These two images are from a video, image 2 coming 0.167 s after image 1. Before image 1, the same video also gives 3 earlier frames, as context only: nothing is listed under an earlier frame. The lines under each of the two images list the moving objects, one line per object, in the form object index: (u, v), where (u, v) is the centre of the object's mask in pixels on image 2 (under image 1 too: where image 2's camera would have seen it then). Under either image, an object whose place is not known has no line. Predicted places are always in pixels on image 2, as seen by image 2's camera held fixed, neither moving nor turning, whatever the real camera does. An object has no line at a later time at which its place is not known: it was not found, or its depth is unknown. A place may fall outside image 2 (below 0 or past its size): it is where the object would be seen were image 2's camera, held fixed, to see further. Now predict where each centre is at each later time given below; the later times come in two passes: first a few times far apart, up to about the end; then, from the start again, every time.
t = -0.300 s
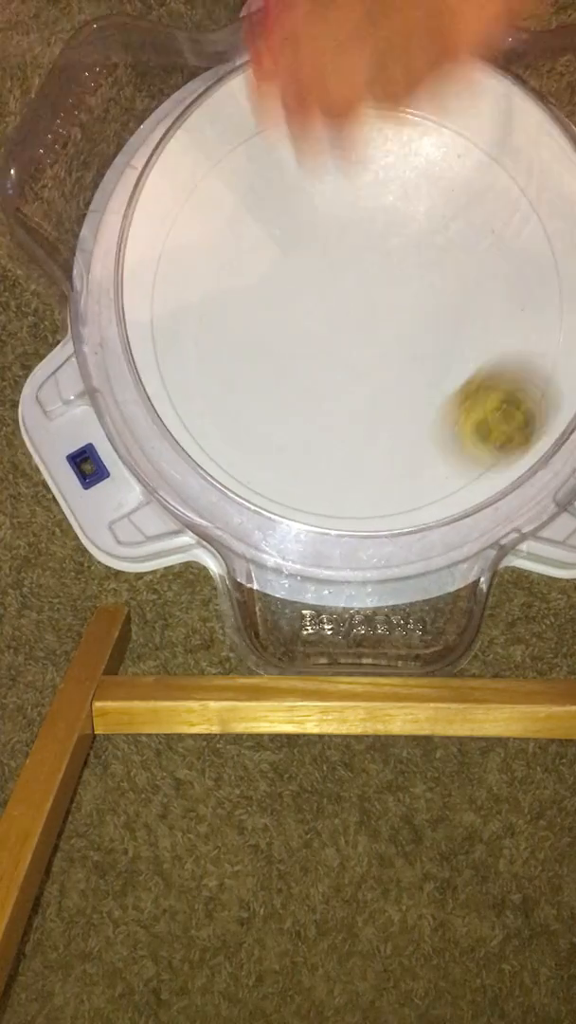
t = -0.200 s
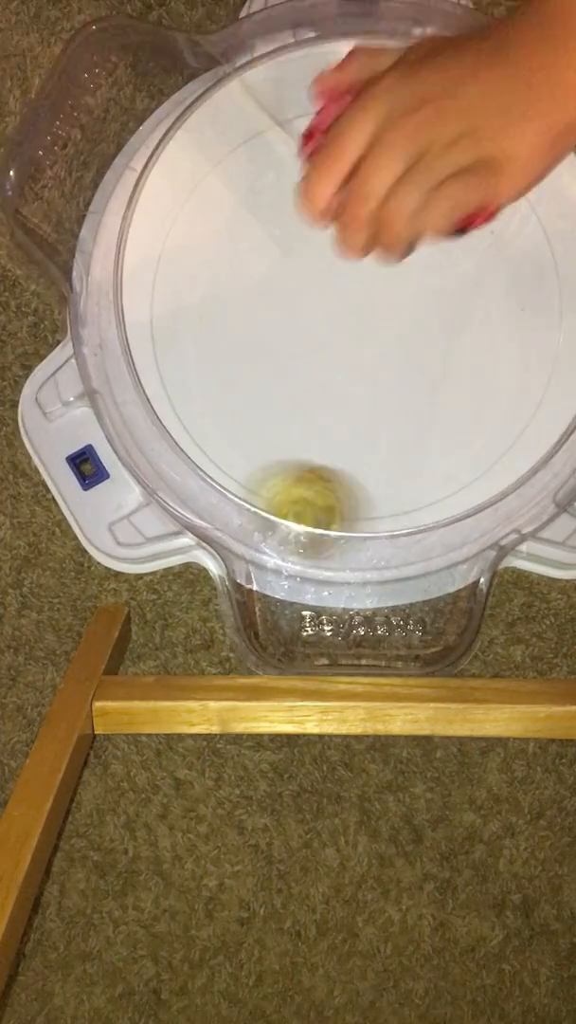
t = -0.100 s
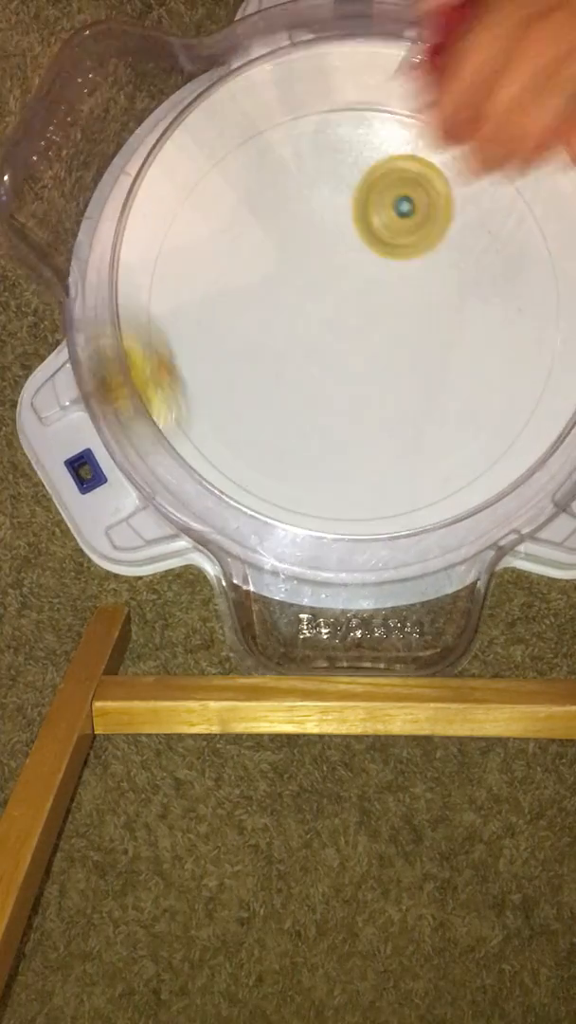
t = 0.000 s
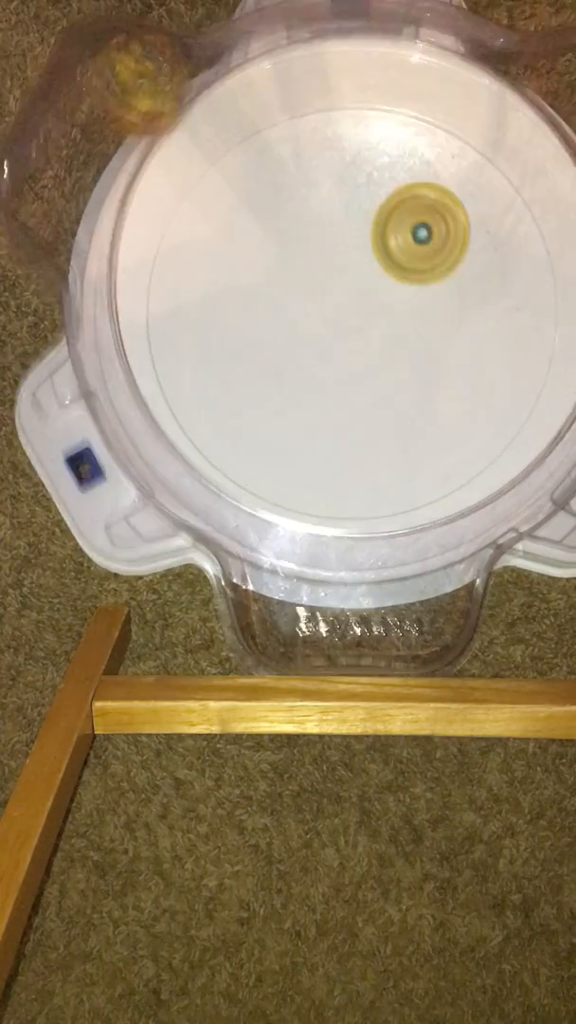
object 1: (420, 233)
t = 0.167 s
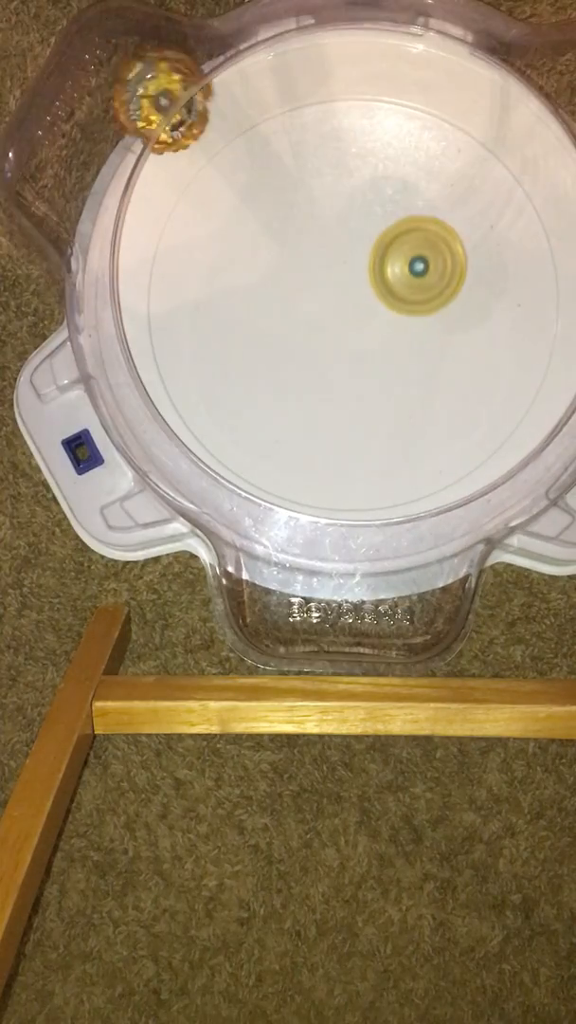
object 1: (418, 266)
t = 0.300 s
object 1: (418, 260)
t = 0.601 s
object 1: (393, 112)
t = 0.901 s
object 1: (280, 378)
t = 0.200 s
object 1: (416, 267)
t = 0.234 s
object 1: (416, 267)
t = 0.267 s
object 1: (416, 264)
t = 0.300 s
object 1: (418, 260)
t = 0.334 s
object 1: (421, 252)
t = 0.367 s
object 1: (425, 242)
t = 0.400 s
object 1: (430, 230)
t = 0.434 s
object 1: (435, 213)
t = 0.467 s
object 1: (439, 193)
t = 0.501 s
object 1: (438, 171)
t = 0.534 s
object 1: (432, 147)
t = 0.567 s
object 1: (416, 126)
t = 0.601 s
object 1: (393, 112)
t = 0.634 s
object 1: (363, 108)
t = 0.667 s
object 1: (332, 116)
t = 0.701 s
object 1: (303, 136)
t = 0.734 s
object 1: (278, 168)
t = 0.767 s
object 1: (261, 204)
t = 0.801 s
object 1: (253, 248)
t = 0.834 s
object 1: (253, 293)
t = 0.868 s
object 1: (264, 337)
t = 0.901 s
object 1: (280, 378)
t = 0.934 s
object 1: (304, 415)
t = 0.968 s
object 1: (334, 448)
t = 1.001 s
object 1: (367, 473)
